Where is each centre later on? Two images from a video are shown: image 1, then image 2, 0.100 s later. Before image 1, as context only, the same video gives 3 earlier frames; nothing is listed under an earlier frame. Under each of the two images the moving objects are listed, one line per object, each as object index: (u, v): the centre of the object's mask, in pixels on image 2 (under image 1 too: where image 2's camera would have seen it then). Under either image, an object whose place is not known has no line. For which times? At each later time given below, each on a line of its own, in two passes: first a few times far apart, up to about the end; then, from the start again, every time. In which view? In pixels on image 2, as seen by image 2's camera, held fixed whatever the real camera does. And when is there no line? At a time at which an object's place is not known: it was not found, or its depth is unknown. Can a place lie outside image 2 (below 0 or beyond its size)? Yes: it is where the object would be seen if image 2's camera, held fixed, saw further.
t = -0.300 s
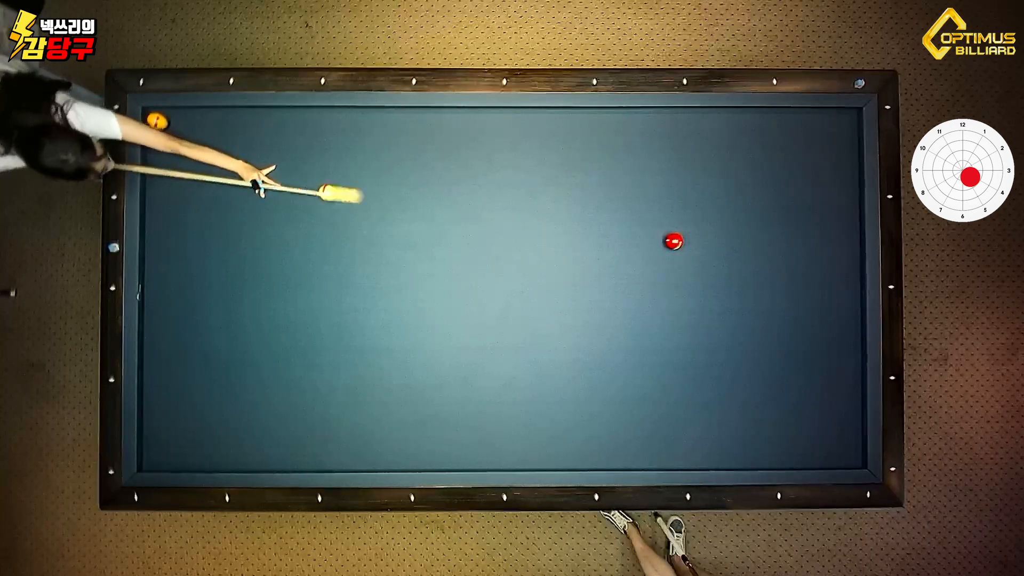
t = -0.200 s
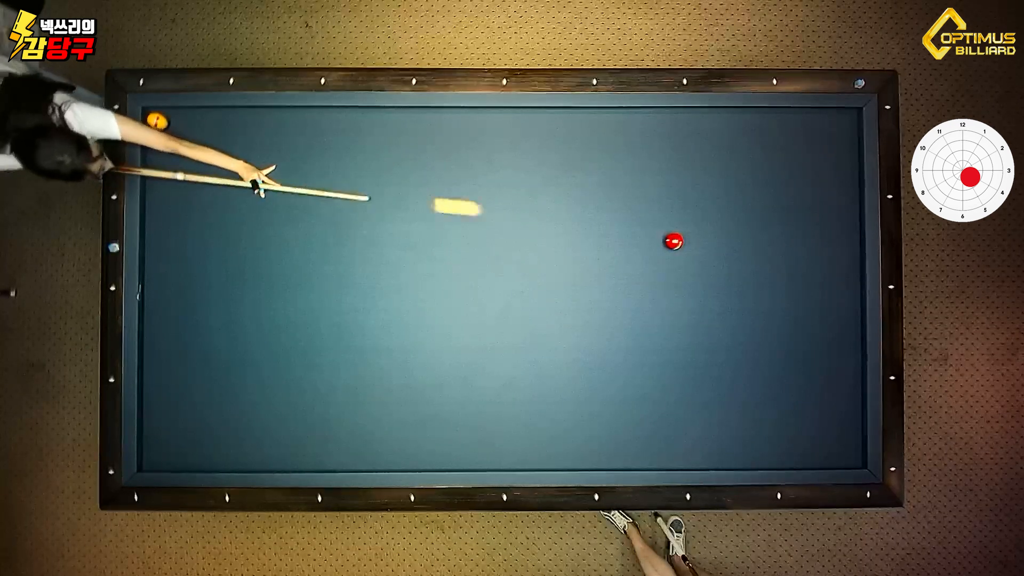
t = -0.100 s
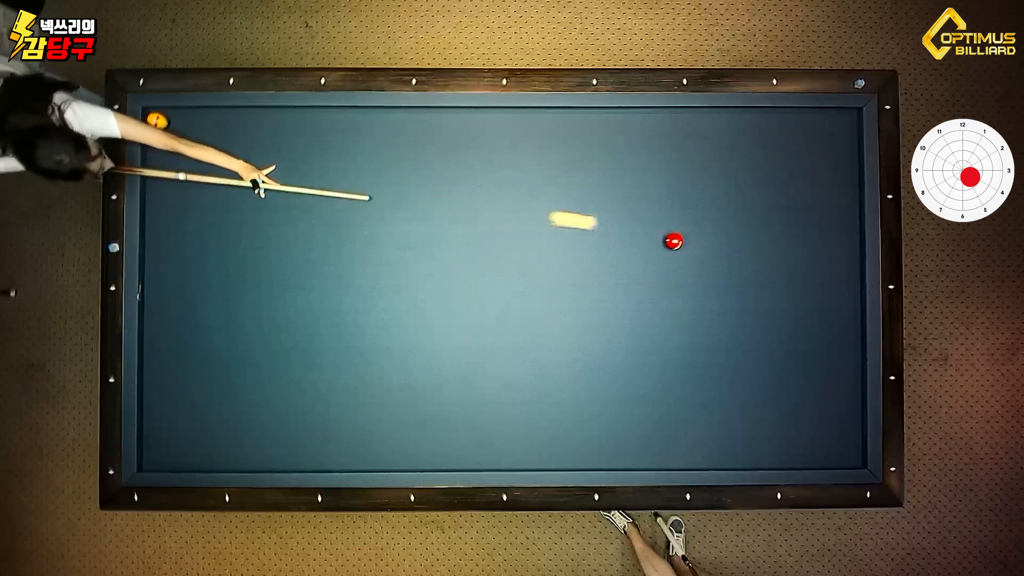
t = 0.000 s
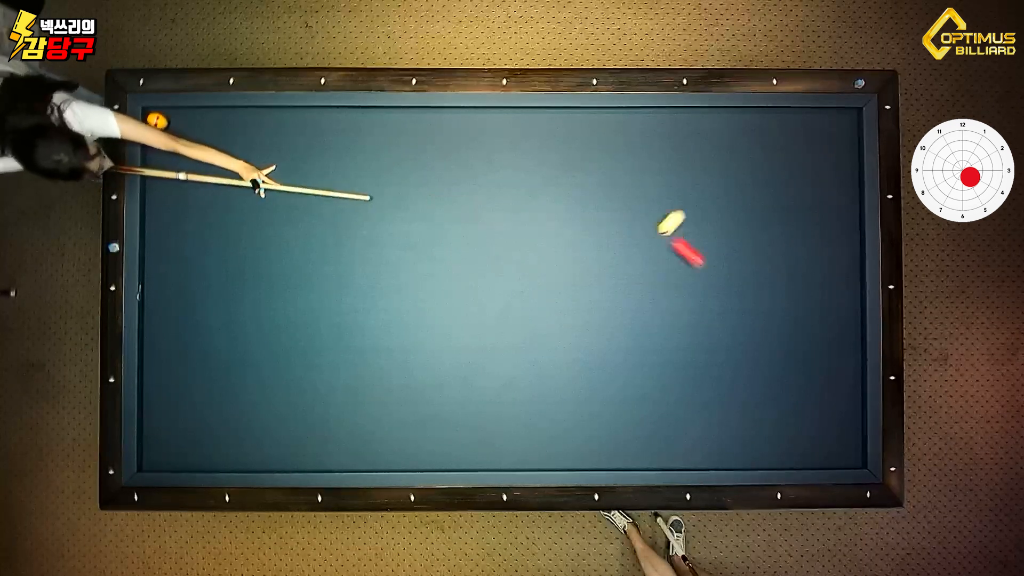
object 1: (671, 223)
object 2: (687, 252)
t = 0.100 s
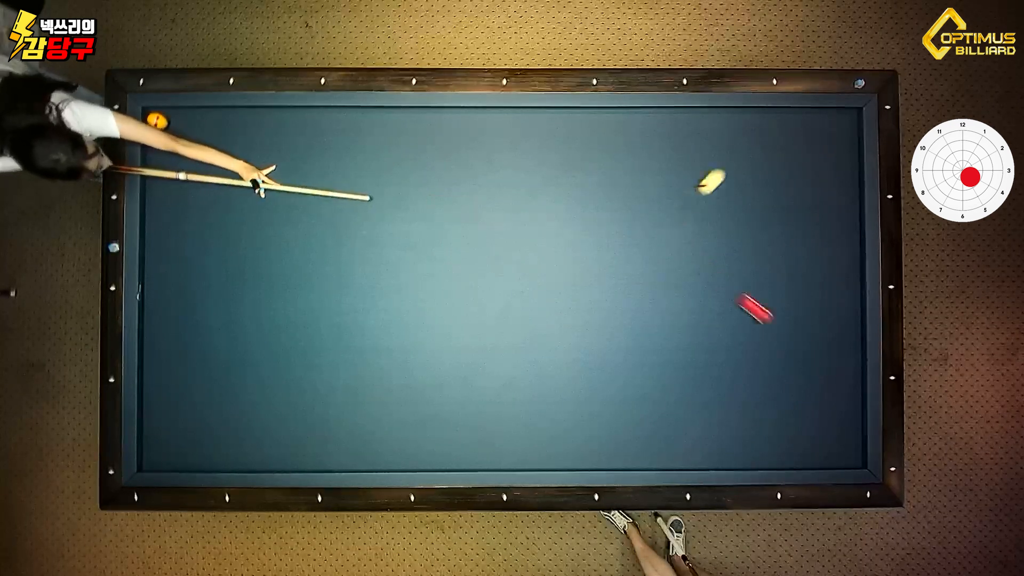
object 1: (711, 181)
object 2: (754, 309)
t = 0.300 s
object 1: (784, 119)
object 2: (845, 408)
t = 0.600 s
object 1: (838, 202)
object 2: (718, 433)
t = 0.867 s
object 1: (787, 267)
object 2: (634, 382)
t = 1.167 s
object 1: (736, 337)
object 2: (549, 333)
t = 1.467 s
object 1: (686, 407)
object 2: (467, 286)
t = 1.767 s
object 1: (635, 453)
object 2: (385, 239)
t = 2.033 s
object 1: (587, 417)
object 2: (312, 198)
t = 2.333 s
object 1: (534, 384)
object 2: (230, 152)
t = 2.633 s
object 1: (482, 351)
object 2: (173, 119)
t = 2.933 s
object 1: (431, 318)
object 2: (213, 141)
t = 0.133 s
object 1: (724, 168)
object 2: (776, 327)
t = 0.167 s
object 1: (737, 156)
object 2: (798, 345)
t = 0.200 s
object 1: (749, 142)
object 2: (819, 363)
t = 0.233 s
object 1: (760, 130)
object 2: (839, 380)
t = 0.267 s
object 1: (772, 118)
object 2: (855, 396)
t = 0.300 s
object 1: (784, 119)
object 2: (845, 408)
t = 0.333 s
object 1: (795, 129)
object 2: (828, 419)
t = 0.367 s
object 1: (807, 139)
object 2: (812, 430)
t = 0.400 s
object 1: (818, 149)
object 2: (796, 440)
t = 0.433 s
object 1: (829, 158)
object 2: (781, 450)
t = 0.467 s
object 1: (840, 167)
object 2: (766, 460)
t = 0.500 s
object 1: (850, 175)
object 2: (753, 457)
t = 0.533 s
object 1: (854, 184)
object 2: (741, 448)
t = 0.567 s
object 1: (846, 193)
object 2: (729, 440)
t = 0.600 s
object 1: (838, 202)
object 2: (718, 433)
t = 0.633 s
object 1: (831, 210)
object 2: (706, 425)
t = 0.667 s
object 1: (824, 219)
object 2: (695, 418)
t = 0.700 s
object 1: (817, 227)
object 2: (684, 411)
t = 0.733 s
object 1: (810, 235)
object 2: (673, 405)
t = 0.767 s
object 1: (804, 243)
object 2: (663, 399)
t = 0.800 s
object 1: (798, 251)
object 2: (652, 393)
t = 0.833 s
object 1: (793, 259)
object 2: (642, 387)
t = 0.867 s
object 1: (787, 267)
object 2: (634, 382)
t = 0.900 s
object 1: (781, 275)
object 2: (624, 376)
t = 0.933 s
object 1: (775, 282)
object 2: (614, 370)
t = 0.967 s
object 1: (770, 290)
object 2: (605, 365)
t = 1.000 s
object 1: (764, 298)
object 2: (596, 360)
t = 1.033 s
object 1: (759, 306)
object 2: (586, 354)
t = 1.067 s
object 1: (753, 314)
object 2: (577, 349)
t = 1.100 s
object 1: (747, 322)
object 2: (568, 344)
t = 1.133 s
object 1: (742, 329)
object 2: (559, 339)
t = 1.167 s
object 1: (736, 337)
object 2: (549, 333)
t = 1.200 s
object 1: (730, 345)
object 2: (540, 327)
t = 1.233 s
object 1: (725, 353)
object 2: (531, 323)
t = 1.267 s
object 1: (719, 360)
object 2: (521, 317)
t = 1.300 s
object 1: (714, 368)
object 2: (512, 311)
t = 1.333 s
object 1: (708, 376)
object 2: (503, 306)
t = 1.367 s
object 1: (702, 383)
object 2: (494, 301)
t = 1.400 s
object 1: (697, 391)
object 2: (484, 295)
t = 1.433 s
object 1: (691, 399)
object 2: (475, 291)
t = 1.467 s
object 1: (686, 407)
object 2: (467, 286)
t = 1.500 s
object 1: (680, 414)
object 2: (457, 280)
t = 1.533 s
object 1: (675, 422)
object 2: (448, 275)
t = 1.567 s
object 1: (669, 430)
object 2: (439, 270)
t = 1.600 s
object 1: (664, 437)
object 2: (429, 264)
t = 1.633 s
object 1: (658, 445)
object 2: (421, 259)
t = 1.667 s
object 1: (653, 453)
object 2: (412, 254)
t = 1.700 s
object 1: (647, 460)
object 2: (402, 249)
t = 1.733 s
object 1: (642, 460)
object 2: (394, 244)
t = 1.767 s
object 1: (635, 453)
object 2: (385, 239)
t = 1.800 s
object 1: (629, 448)
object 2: (375, 234)
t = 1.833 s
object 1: (623, 443)
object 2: (366, 228)
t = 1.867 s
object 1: (617, 437)
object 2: (357, 224)
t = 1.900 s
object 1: (611, 433)
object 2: (348, 218)
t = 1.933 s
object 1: (605, 429)
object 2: (339, 213)
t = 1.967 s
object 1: (599, 425)
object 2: (330, 208)
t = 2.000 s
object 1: (593, 421)
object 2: (320, 203)
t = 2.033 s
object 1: (587, 417)
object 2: (312, 198)
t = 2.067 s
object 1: (581, 414)
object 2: (303, 193)
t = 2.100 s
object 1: (575, 410)
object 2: (294, 188)
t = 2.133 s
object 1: (569, 406)
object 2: (285, 182)
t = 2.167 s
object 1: (563, 402)
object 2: (275, 177)
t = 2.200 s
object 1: (557, 398)
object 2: (266, 172)
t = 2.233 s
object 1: (551, 395)
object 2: (257, 167)
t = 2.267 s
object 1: (546, 391)
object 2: (248, 162)
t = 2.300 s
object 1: (540, 387)
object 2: (240, 157)
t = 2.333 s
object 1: (534, 384)
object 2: (230, 152)
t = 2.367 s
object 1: (528, 380)
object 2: (221, 147)
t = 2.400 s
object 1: (522, 376)
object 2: (213, 142)
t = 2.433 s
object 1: (517, 373)
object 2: (204, 138)
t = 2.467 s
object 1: (510, 369)
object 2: (195, 132)
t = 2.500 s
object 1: (505, 365)
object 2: (186, 128)
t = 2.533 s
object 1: (499, 362)
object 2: (178, 123)
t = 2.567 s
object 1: (493, 358)
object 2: (172, 118)
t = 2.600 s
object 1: (488, 354)
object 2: (172, 115)
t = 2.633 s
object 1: (482, 351)
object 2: (173, 119)
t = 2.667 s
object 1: (476, 347)
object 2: (176, 122)
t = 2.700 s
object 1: (470, 344)
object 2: (182, 126)
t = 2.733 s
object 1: (465, 340)
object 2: (188, 128)
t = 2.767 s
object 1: (459, 336)
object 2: (192, 130)
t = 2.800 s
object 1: (453, 332)
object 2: (197, 133)
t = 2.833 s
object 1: (448, 329)
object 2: (202, 135)
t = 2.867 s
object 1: (442, 325)
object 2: (206, 137)
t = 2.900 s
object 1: (436, 321)
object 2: (210, 139)
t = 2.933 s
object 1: (431, 318)
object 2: (213, 141)
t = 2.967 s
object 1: (425, 314)
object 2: (216, 142)
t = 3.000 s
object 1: (419, 311)
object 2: (219, 144)
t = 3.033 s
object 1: (414, 307)
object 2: (222, 146)
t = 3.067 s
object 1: (408, 304)
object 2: (225, 147)
